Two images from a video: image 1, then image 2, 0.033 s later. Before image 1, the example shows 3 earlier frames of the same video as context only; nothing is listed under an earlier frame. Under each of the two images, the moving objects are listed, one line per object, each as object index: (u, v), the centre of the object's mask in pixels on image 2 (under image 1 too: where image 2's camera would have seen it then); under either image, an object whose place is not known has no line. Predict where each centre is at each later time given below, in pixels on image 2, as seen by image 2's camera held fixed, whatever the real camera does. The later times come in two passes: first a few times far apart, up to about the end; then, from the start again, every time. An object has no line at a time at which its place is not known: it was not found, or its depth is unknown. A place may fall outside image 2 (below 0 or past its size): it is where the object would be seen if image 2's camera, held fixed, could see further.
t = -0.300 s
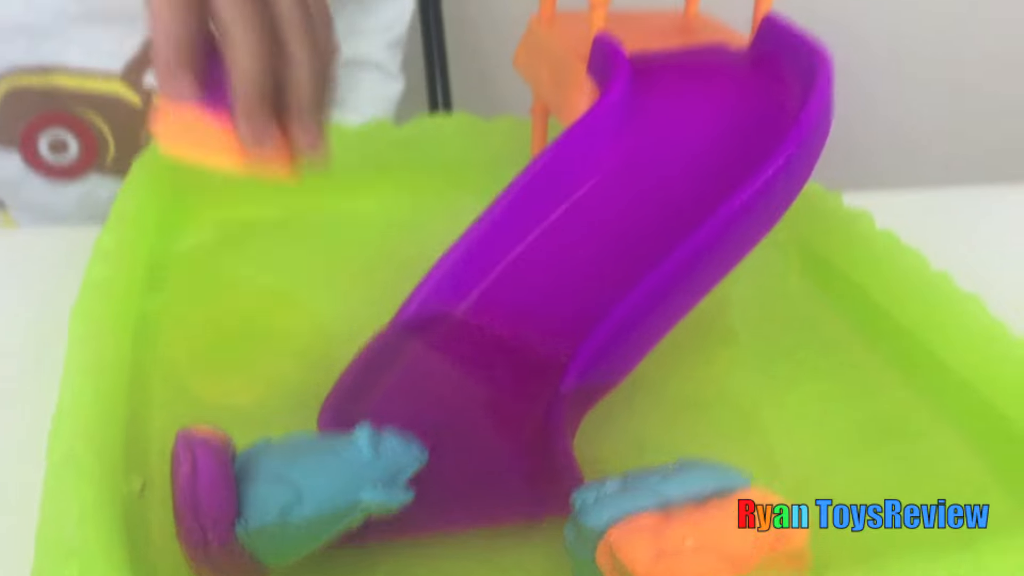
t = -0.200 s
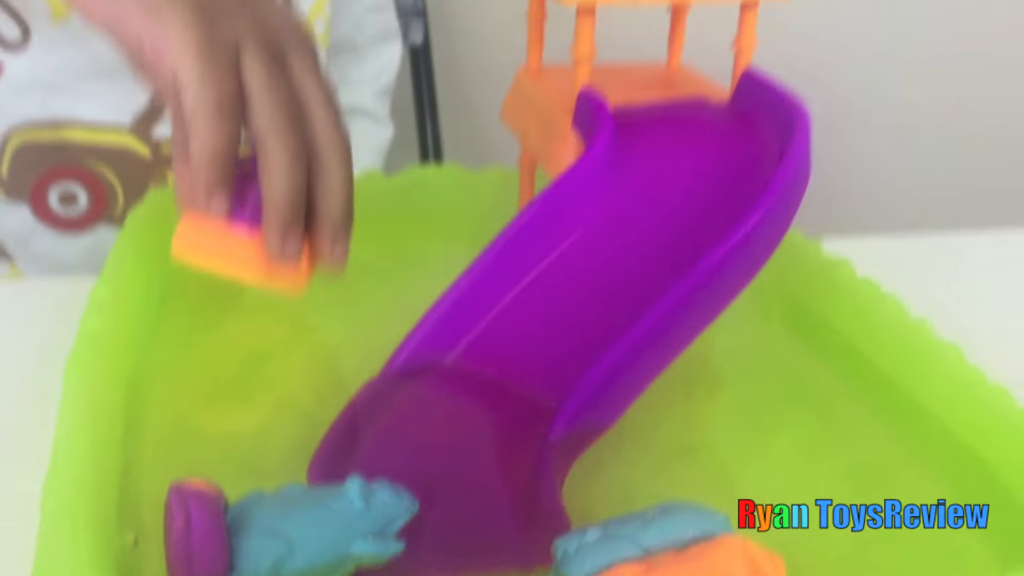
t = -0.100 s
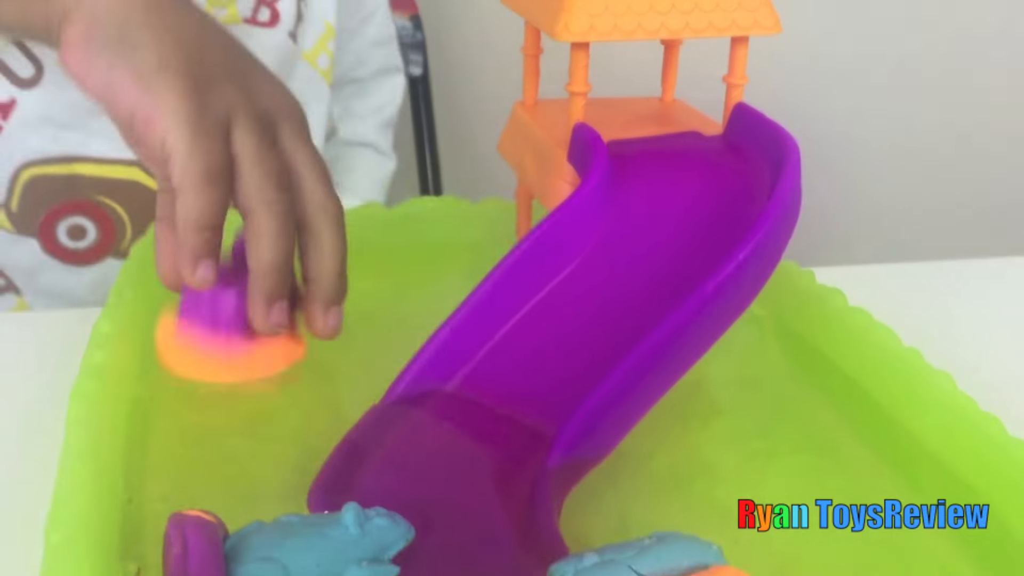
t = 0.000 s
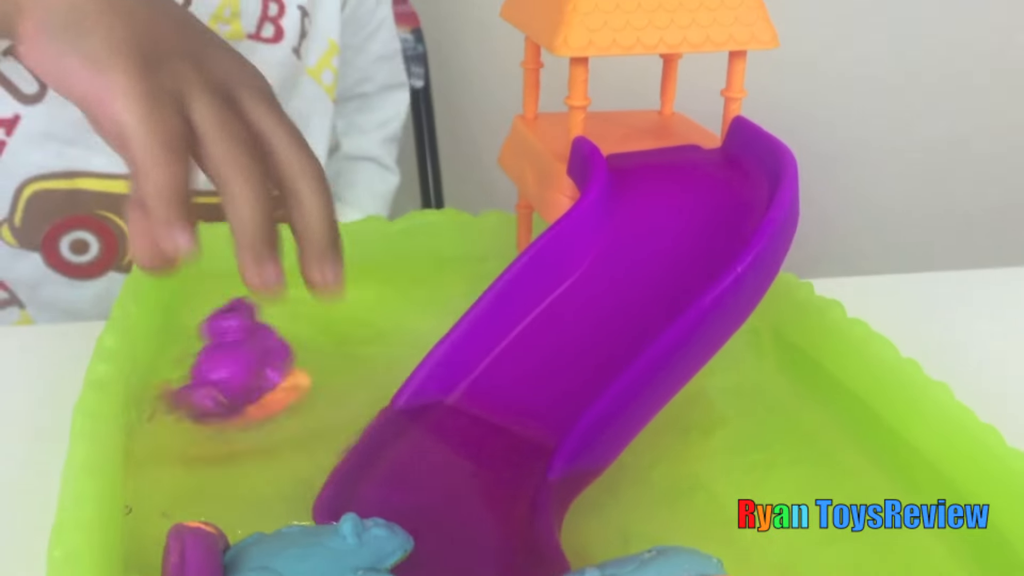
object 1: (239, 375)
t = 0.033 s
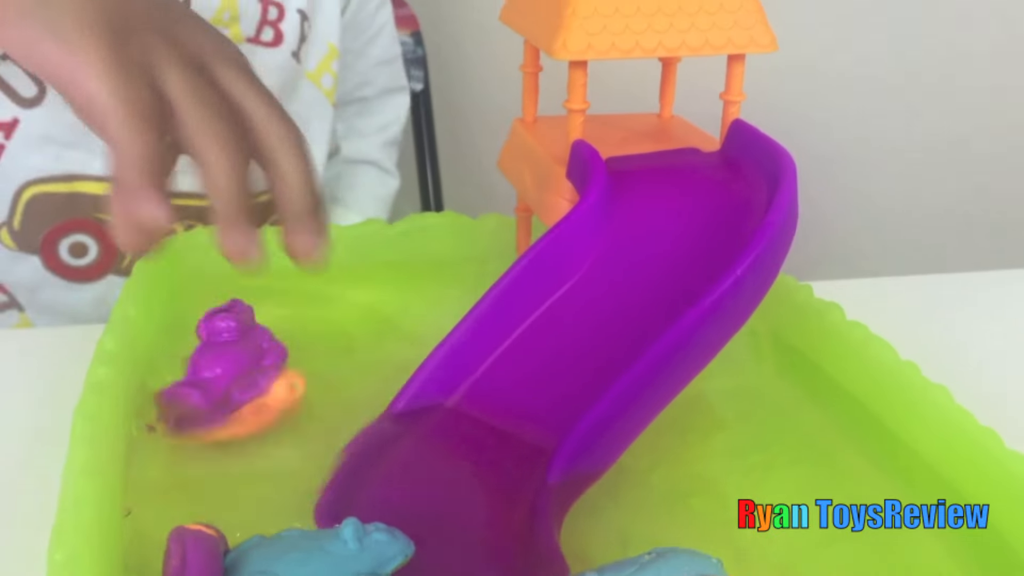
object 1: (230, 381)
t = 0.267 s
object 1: (216, 376)
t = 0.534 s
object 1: (210, 374)
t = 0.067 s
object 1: (226, 379)
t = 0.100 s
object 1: (223, 383)
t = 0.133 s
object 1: (218, 382)
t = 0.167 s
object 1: (219, 378)
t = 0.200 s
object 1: (218, 378)
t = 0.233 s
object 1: (216, 377)
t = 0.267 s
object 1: (216, 376)
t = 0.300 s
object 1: (216, 376)
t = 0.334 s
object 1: (216, 375)
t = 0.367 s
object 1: (214, 375)
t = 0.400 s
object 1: (213, 375)
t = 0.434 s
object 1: (212, 374)
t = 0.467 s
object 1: (211, 375)
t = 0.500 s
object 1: (211, 375)
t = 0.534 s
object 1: (210, 374)
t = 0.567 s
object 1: (210, 374)
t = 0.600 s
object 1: (210, 373)
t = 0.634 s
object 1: (209, 372)
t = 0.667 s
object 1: (209, 373)
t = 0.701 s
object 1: (210, 371)
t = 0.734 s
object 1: (211, 370)
